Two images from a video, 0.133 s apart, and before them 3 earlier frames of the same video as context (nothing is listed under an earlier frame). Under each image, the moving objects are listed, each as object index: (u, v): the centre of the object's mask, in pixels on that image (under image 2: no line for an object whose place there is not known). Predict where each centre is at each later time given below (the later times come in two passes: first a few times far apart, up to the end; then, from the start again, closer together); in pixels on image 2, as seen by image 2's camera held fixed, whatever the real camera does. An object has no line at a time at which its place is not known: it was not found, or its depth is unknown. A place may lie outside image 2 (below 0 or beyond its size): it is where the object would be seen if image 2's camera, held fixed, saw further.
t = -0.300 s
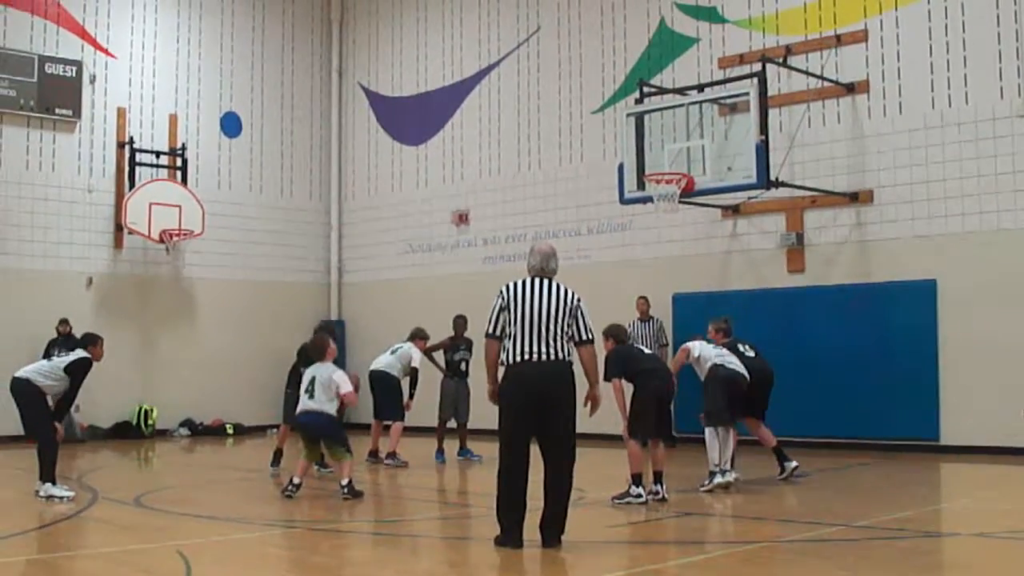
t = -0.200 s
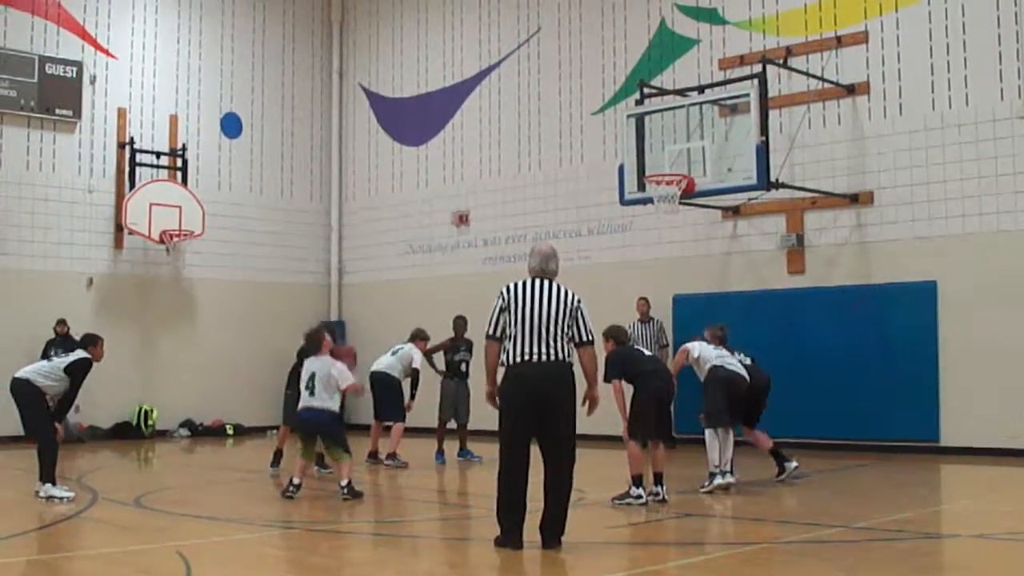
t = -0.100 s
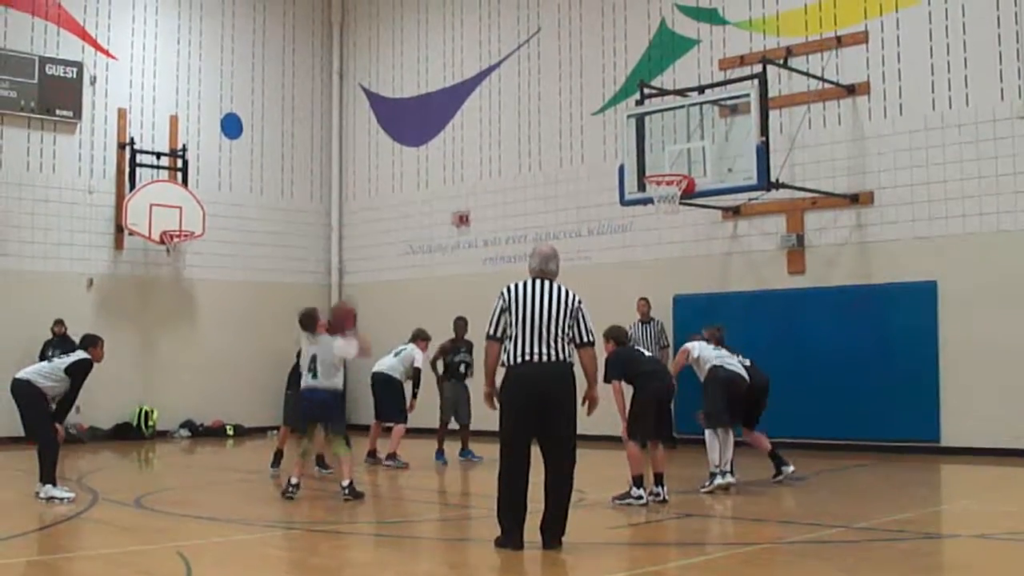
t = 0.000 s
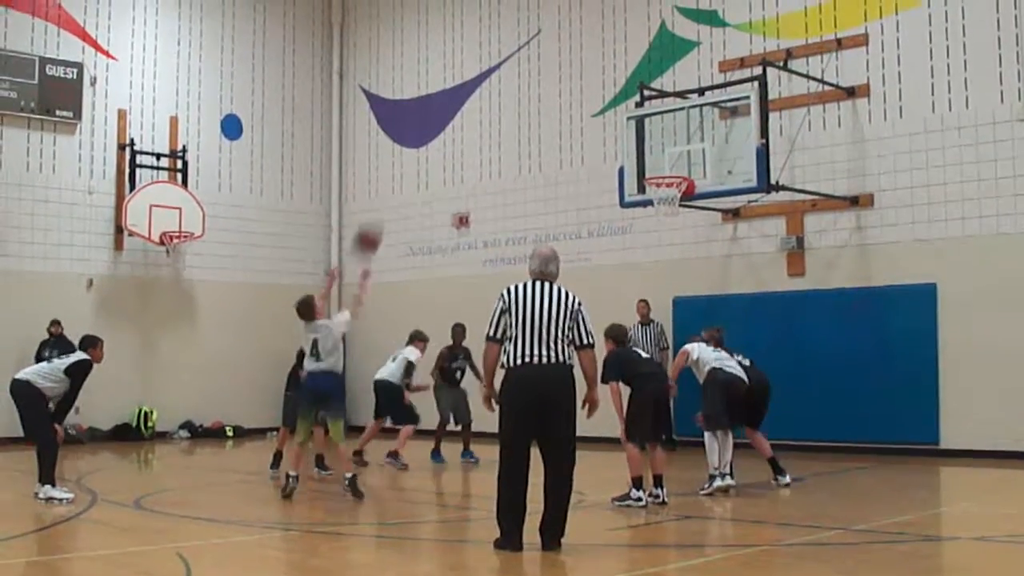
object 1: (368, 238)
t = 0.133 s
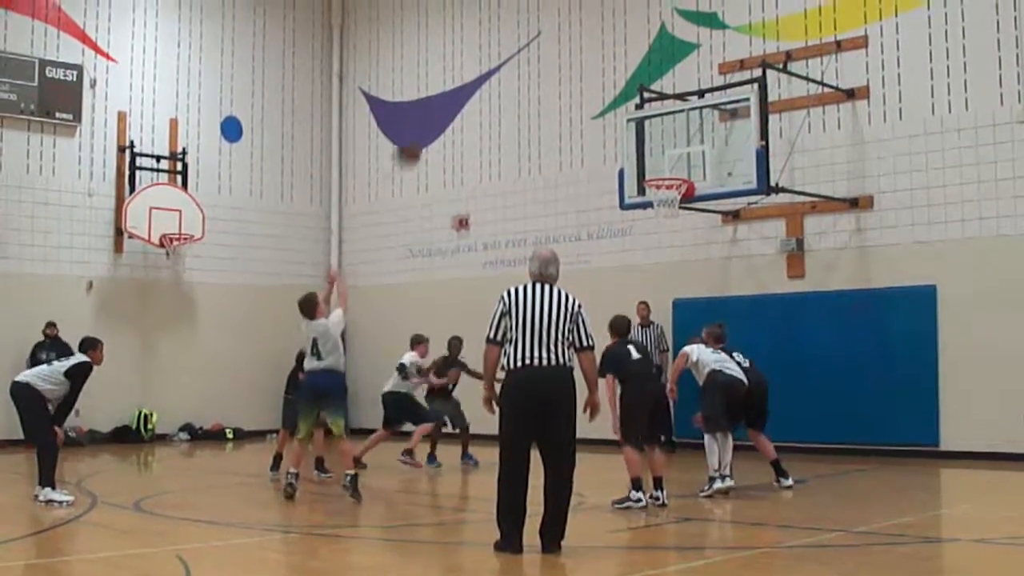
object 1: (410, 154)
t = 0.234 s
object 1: (436, 100)
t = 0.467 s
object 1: (500, 34)
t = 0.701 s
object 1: (555, 27)
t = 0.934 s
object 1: (607, 69)
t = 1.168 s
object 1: (656, 156)
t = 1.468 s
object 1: (674, 246)
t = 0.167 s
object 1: (421, 133)
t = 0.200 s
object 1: (428, 116)
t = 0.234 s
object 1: (436, 100)
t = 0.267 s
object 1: (447, 86)
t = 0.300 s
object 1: (455, 75)
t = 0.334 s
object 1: (465, 64)
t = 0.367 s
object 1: (474, 55)
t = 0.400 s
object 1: (483, 47)
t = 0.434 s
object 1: (491, 40)
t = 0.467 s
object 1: (500, 34)
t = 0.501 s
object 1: (509, 30)
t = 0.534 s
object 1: (516, 27)
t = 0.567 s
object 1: (524, 25)
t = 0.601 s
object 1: (532, 24)
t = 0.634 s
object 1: (540, 24)
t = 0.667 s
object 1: (548, 25)
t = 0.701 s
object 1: (555, 27)
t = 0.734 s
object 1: (563, 30)
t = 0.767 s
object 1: (571, 35)
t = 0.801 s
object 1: (578, 39)
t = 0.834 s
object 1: (586, 46)
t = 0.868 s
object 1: (594, 52)
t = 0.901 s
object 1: (601, 60)
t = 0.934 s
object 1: (607, 69)
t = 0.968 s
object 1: (614, 79)
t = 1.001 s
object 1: (621, 90)
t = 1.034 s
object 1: (629, 101)
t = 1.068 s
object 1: (634, 113)
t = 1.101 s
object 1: (643, 128)
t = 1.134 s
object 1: (652, 143)
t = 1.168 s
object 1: (656, 156)
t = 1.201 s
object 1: (662, 170)
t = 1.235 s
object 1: (665, 190)
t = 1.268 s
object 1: (675, 204)
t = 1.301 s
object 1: (676, 215)
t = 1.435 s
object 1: (675, 237)
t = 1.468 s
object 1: (674, 246)
